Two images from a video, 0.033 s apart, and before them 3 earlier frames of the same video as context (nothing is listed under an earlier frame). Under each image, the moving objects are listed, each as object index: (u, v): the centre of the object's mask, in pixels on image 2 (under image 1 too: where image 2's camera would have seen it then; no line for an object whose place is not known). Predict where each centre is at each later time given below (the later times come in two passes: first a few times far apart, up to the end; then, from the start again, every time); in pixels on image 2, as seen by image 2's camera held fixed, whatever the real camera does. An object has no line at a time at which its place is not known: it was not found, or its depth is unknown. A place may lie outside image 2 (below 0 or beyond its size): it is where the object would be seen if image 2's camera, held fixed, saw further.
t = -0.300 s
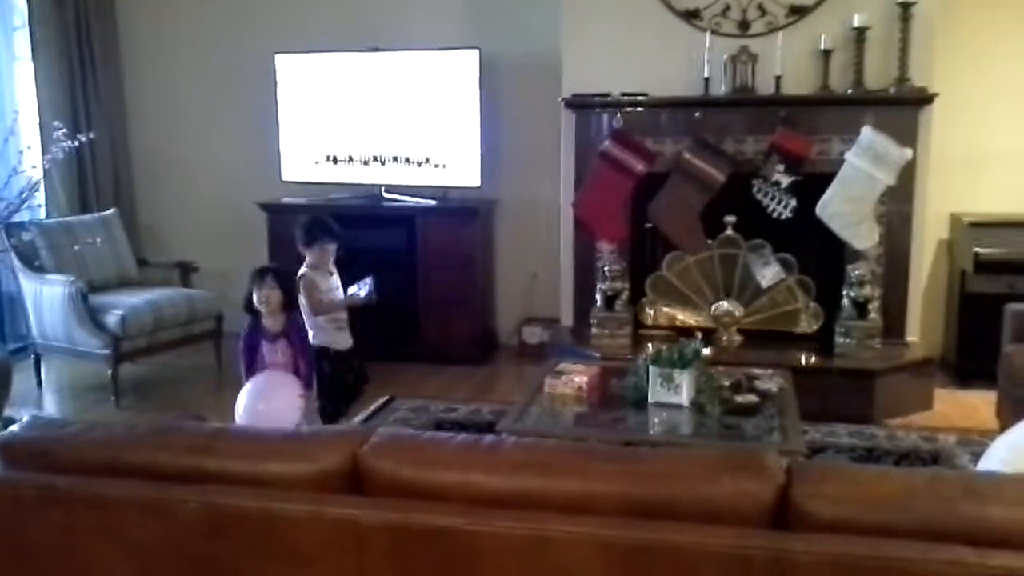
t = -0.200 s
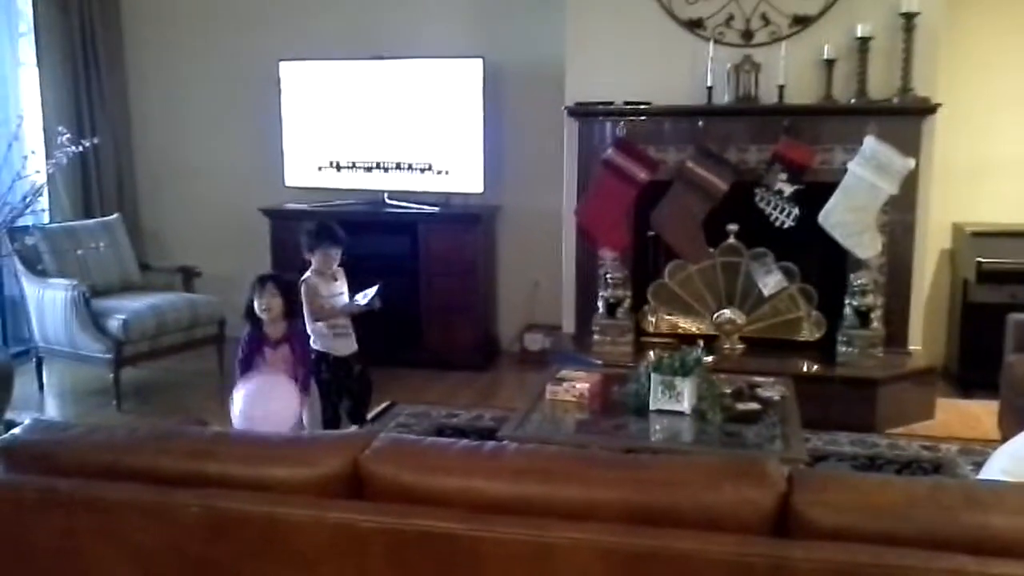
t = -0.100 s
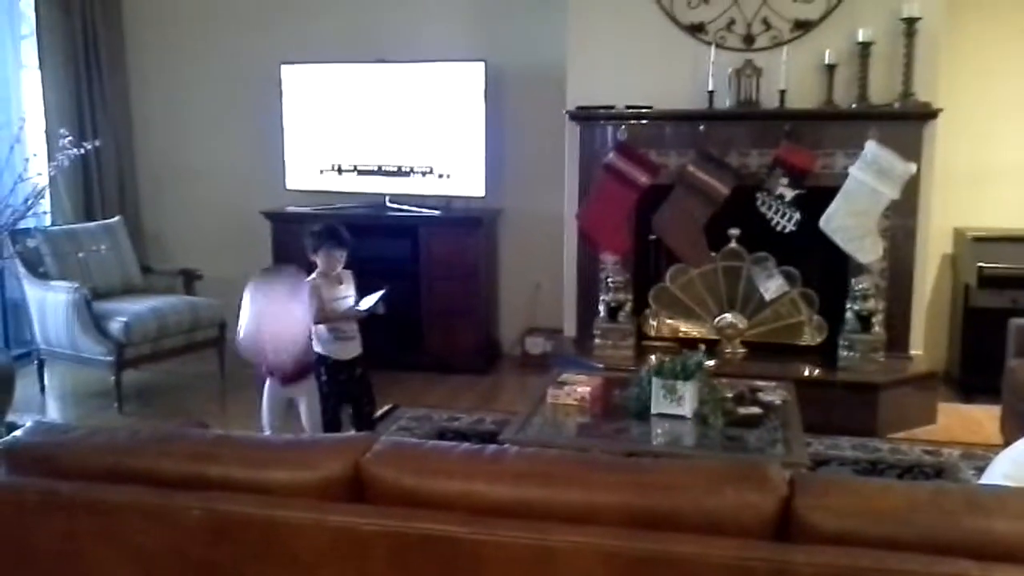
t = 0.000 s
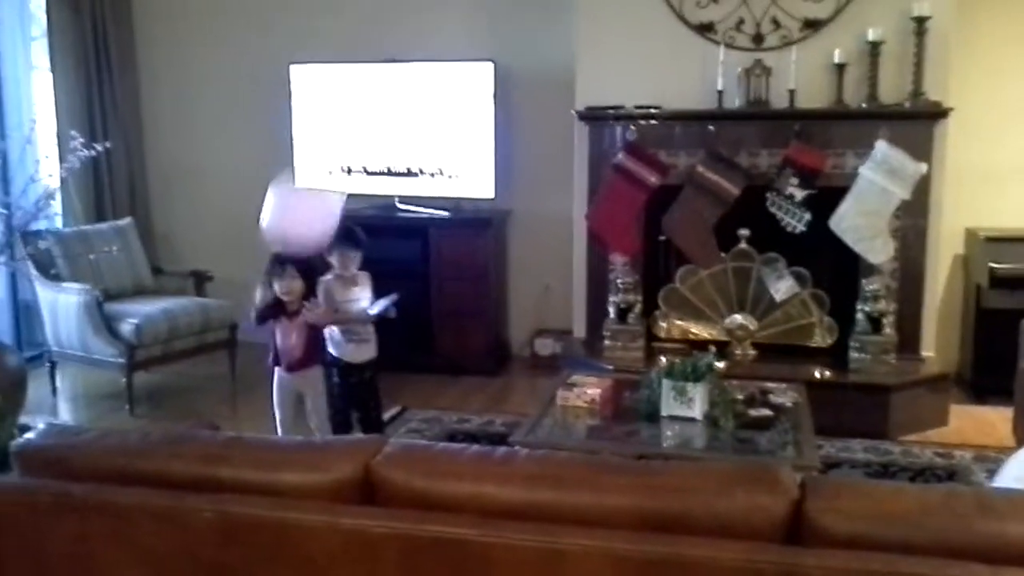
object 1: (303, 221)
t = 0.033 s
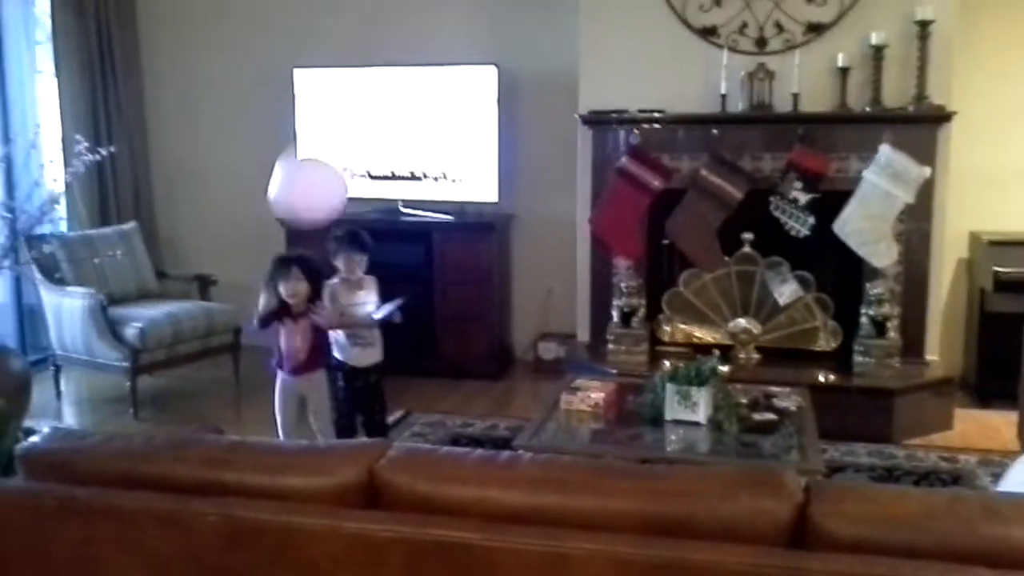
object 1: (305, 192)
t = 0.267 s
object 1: (326, 70)
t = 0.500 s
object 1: (342, 34)
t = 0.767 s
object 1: (375, 9)
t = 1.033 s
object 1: (402, 5)
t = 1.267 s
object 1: (411, 29)
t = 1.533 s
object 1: (415, 94)
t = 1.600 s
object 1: (417, 120)
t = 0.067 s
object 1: (308, 159)
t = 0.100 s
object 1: (313, 135)
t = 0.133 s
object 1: (319, 115)
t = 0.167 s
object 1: (322, 98)
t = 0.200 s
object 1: (324, 85)
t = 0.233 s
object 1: (325, 76)
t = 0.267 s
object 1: (326, 70)
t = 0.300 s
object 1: (327, 64)
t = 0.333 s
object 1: (328, 58)
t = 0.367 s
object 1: (330, 53)
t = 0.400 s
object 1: (333, 48)
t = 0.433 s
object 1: (335, 43)
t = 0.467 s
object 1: (339, 38)
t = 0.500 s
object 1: (342, 34)
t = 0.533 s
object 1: (347, 30)
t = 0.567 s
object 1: (351, 25)
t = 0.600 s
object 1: (355, 22)
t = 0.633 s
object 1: (359, 19)
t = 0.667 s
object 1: (364, 18)
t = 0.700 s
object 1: (368, 15)
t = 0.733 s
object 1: (372, 12)
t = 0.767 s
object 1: (375, 9)
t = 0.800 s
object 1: (380, 8)
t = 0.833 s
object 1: (384, 7)
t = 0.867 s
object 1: (388, 5)
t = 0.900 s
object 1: (391, 4)
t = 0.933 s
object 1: (394, 4)
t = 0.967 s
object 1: (397, 5)
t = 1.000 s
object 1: (400, 5)
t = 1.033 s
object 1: (402, 5)
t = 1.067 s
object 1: (404, 7)
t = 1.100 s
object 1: (407, 9)
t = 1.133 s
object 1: (408, 12)
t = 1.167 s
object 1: (409, 16)
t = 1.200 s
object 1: (410, 20)
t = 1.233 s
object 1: (410, 24)
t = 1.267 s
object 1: (411, 29)
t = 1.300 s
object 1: (412, 34)
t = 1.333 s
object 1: (412, 41)
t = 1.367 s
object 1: (412, 49)
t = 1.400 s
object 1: (412, 57)
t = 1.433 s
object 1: (413, 65)
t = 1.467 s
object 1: (413, 74)
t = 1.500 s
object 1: (413, 83)
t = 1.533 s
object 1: (415, 94)
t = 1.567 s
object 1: (416, 105)
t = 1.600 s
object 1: (417, 120)
